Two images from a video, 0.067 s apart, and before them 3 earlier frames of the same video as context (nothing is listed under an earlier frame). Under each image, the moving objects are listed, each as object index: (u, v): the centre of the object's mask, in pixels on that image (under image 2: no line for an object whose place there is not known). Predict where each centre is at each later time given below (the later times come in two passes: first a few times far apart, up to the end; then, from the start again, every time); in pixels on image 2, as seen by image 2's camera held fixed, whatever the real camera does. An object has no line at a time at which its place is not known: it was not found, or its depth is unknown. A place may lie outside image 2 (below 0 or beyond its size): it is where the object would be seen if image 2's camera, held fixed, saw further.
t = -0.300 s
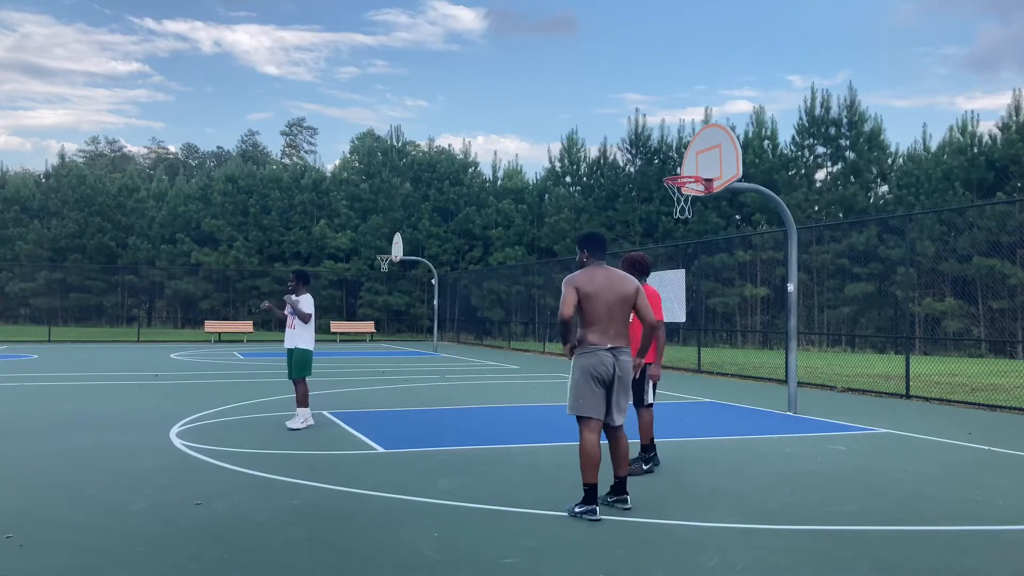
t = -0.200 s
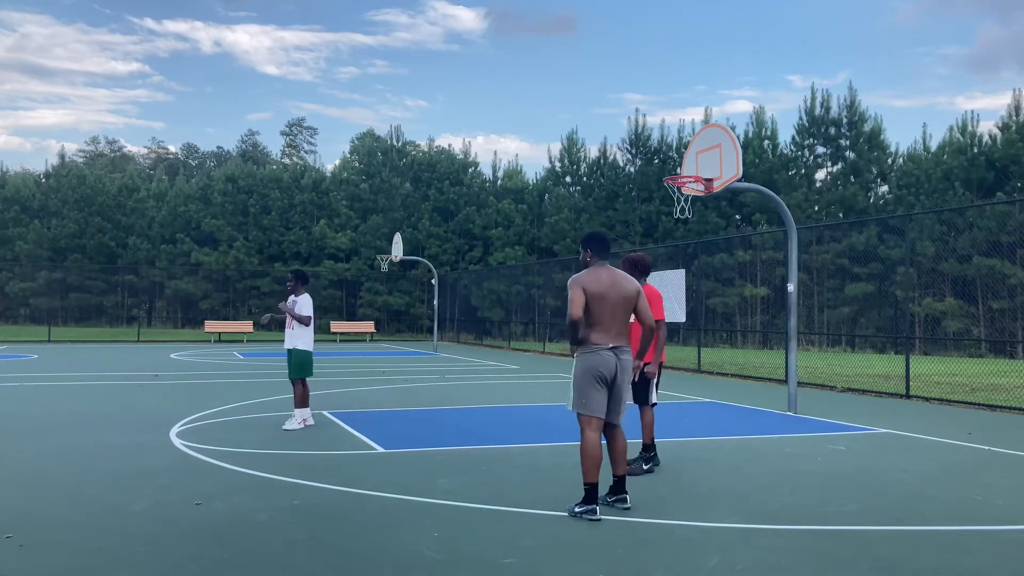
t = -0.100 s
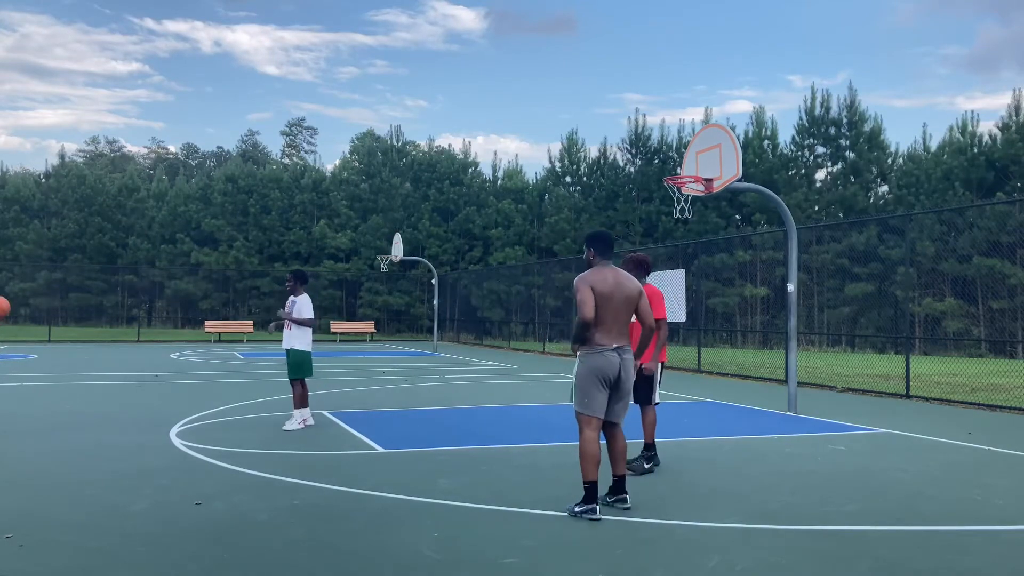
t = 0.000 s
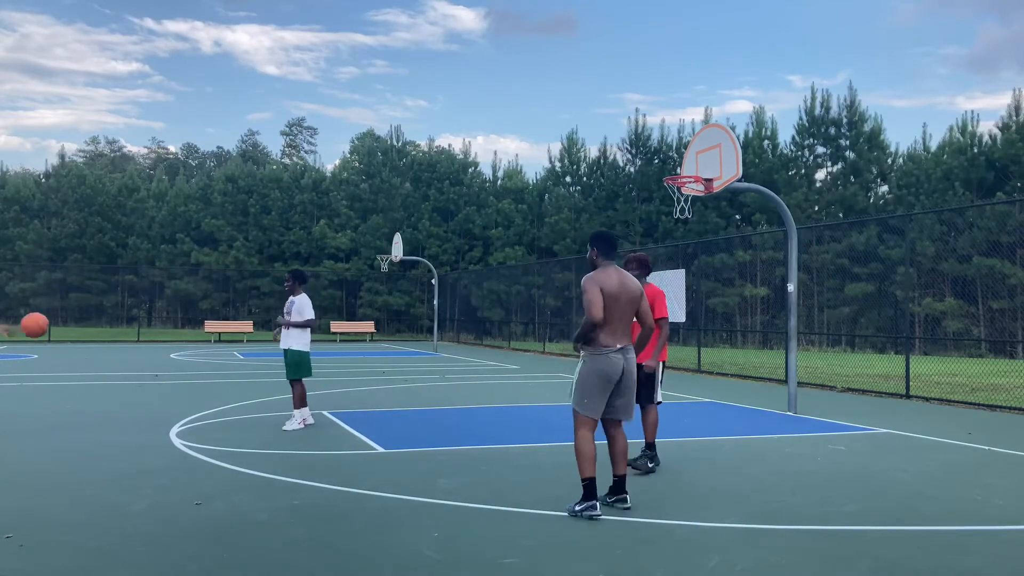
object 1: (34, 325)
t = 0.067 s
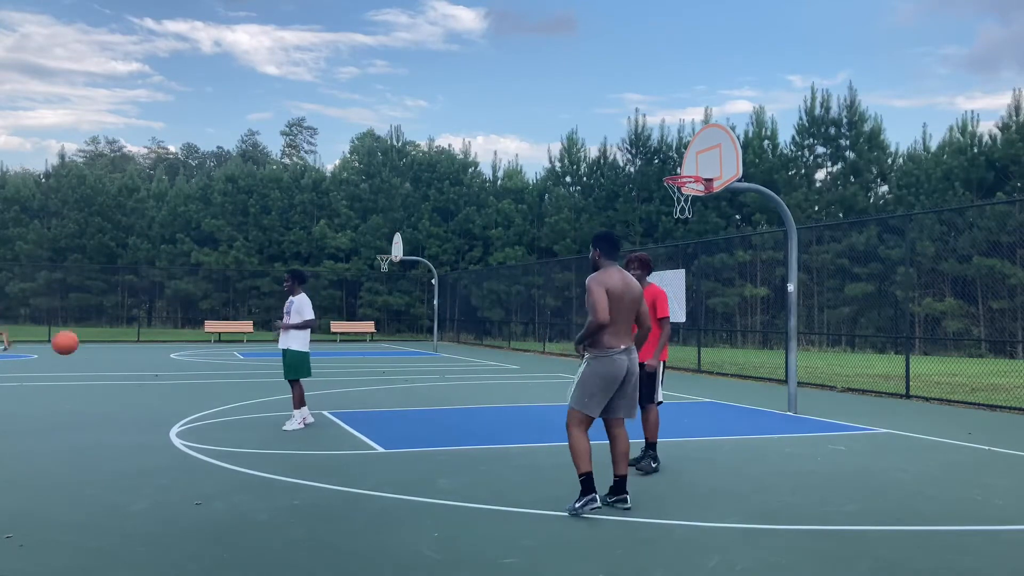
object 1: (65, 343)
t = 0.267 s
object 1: (148, 417)
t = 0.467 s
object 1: (194, 369)
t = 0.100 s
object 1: (80, 353)
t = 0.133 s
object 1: (94, 363)
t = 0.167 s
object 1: (108, 376)
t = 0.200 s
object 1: (121, 389)
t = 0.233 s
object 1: (135, 402)
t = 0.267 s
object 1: (148, 417)
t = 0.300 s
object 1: (158, 423)
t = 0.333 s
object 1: (166, 410)
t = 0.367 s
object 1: (173, 398)
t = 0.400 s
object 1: (180, 387)
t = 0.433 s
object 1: (187, 378)
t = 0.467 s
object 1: (194, 369)
